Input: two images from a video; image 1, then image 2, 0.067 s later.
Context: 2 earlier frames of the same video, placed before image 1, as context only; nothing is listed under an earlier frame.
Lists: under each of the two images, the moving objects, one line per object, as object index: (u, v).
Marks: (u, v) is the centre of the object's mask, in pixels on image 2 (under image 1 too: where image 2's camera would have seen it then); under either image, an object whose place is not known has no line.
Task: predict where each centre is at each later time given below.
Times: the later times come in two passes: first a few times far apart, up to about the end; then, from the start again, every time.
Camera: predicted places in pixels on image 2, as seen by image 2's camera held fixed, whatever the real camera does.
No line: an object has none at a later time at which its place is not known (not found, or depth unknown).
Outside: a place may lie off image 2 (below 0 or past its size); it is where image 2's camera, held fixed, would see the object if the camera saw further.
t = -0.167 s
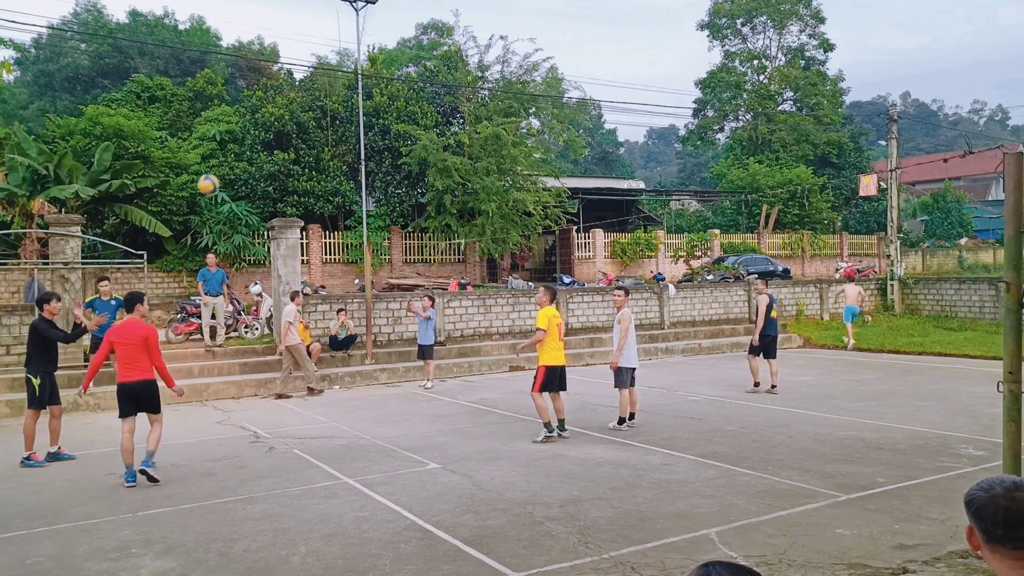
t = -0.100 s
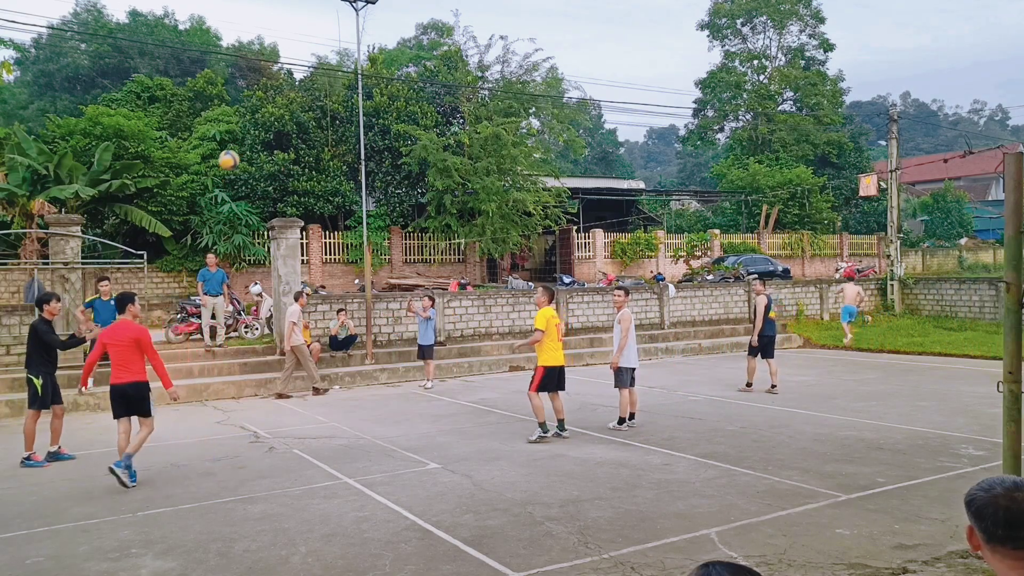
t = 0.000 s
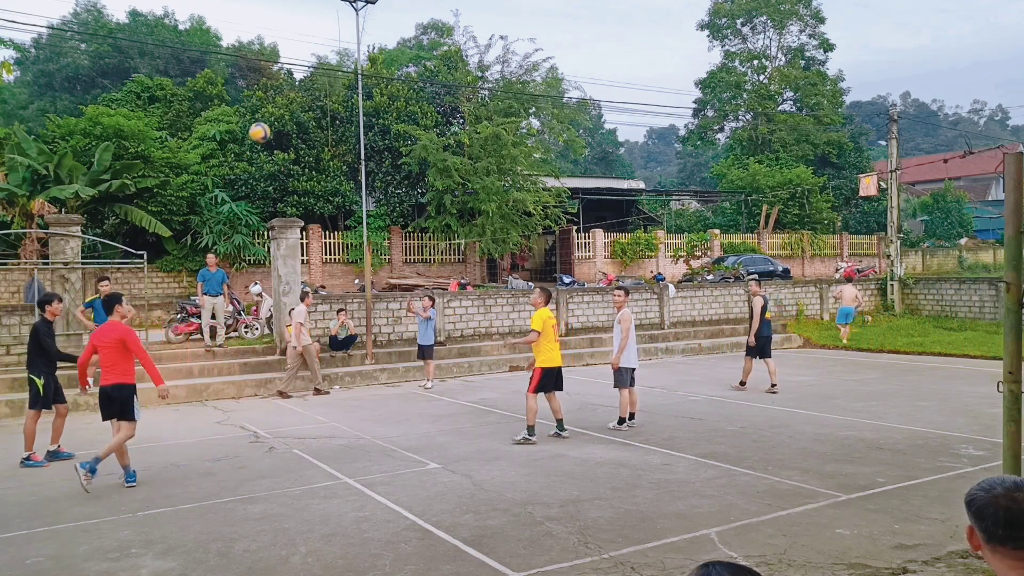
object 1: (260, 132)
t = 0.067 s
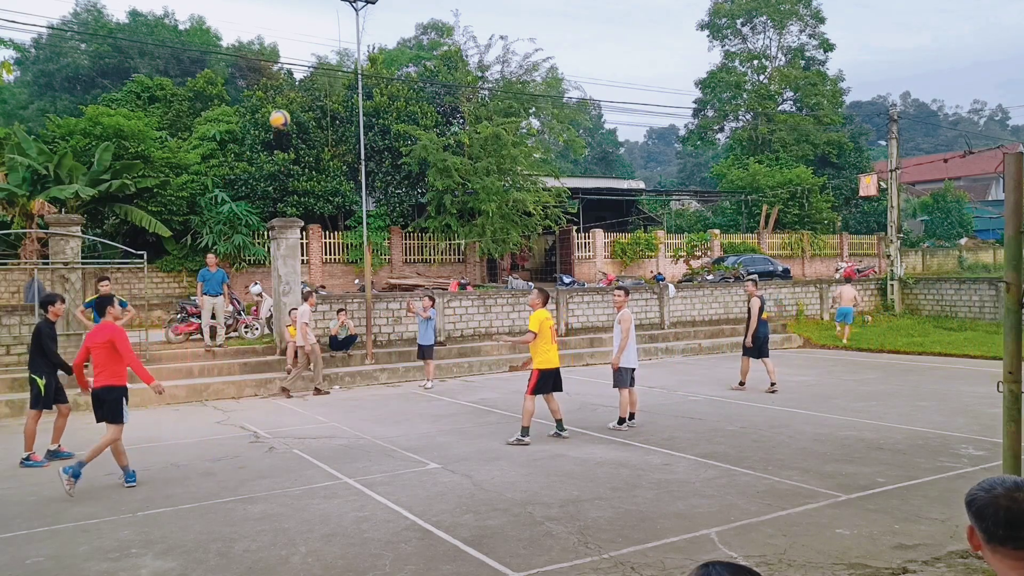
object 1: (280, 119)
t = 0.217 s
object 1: (325, 105)
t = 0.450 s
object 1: (395, 124)
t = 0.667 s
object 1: (458, 185)
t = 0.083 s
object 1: (285, 117)
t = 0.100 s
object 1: (290, 114)
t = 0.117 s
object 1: (295, 112)
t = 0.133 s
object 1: (300, 110)
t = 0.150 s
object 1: (305, 109)
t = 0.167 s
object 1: (310, 108)
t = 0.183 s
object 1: (315, 106)
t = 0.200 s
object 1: (320, 106)
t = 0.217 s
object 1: (325, 105)
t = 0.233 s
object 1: (330, 105)
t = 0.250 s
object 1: (335, 105)
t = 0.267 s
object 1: (340, 105)
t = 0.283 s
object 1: (345, 105)
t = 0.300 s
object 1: (350, 106)
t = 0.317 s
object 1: (355, 107)
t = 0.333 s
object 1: (360, 109)
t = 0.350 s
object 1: (365, 110)
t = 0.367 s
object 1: (371, 112)
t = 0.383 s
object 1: (375, 114)
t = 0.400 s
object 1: (380, 116)
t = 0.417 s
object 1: (385, 118)
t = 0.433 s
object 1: (390, 121)
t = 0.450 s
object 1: (395, 124)
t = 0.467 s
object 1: (400, 127)
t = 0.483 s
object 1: (405, 131)
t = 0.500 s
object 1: (410, 135)
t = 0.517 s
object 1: (414, 139)
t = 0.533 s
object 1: (419, 143)
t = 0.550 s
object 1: (424, 147)
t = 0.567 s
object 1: (429, 152)
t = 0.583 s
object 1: (434, 157)
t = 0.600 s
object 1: (438, 162)
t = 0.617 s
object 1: (444, 167)
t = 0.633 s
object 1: (448, 173)
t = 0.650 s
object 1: (453, 179)
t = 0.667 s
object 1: (458, 185)
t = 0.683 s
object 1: (462, 191)
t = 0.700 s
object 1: (467, 198)
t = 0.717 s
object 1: (472, 205)
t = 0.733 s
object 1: (477, 212)
